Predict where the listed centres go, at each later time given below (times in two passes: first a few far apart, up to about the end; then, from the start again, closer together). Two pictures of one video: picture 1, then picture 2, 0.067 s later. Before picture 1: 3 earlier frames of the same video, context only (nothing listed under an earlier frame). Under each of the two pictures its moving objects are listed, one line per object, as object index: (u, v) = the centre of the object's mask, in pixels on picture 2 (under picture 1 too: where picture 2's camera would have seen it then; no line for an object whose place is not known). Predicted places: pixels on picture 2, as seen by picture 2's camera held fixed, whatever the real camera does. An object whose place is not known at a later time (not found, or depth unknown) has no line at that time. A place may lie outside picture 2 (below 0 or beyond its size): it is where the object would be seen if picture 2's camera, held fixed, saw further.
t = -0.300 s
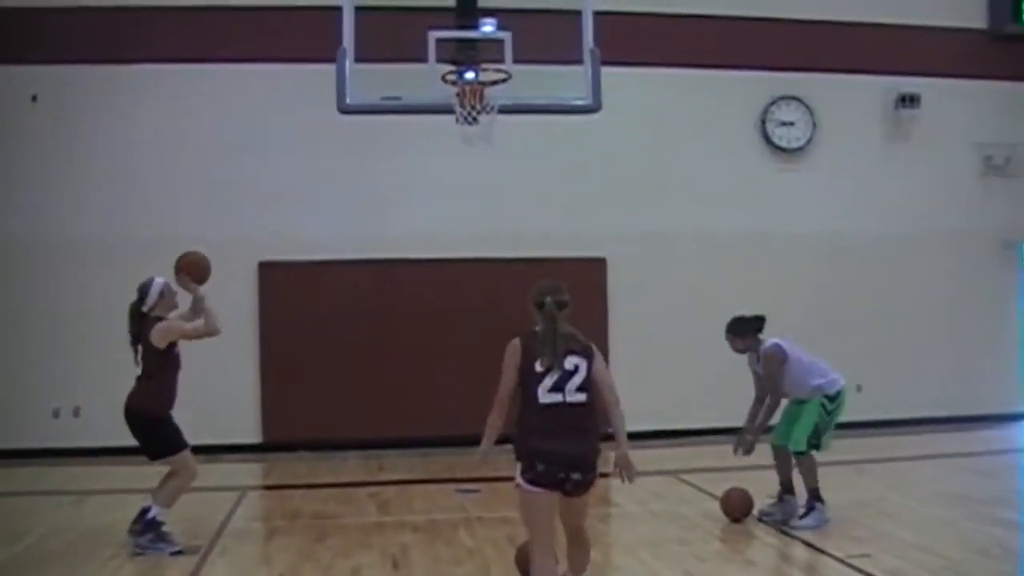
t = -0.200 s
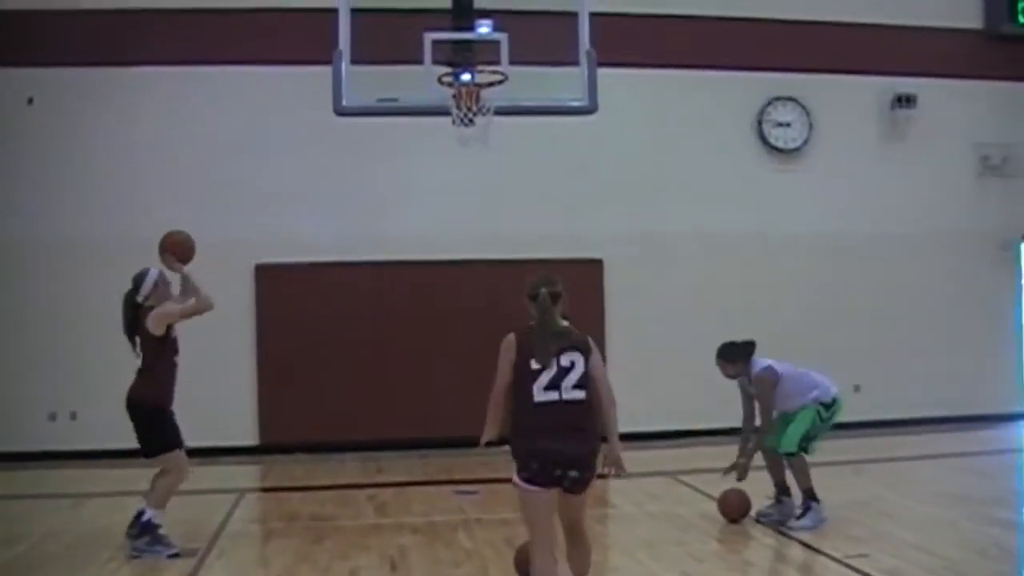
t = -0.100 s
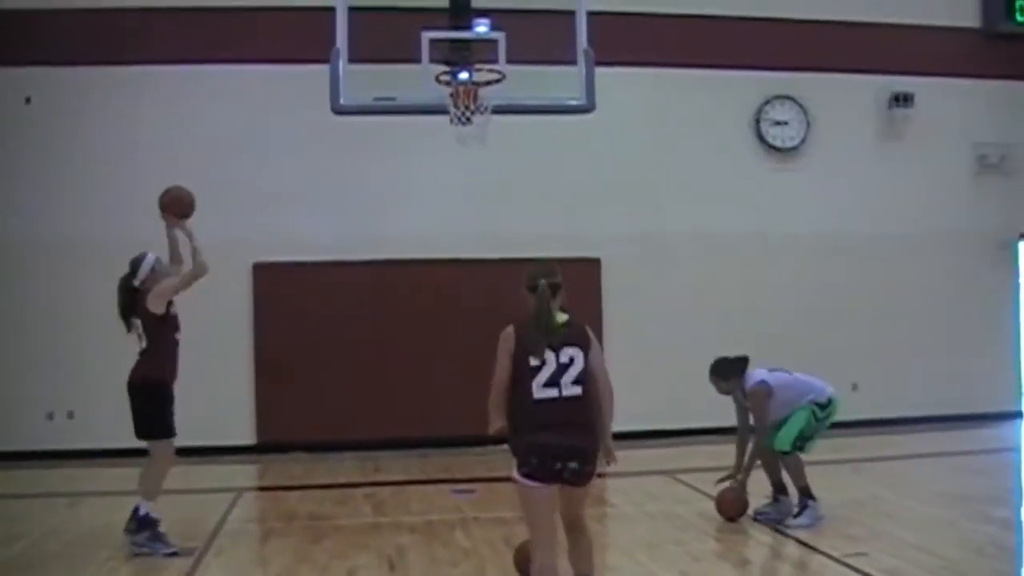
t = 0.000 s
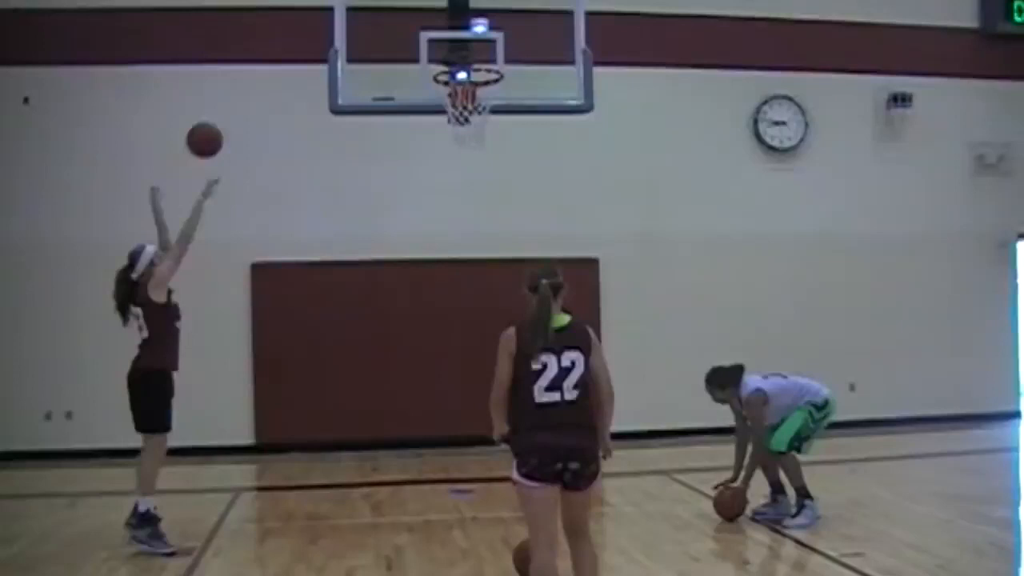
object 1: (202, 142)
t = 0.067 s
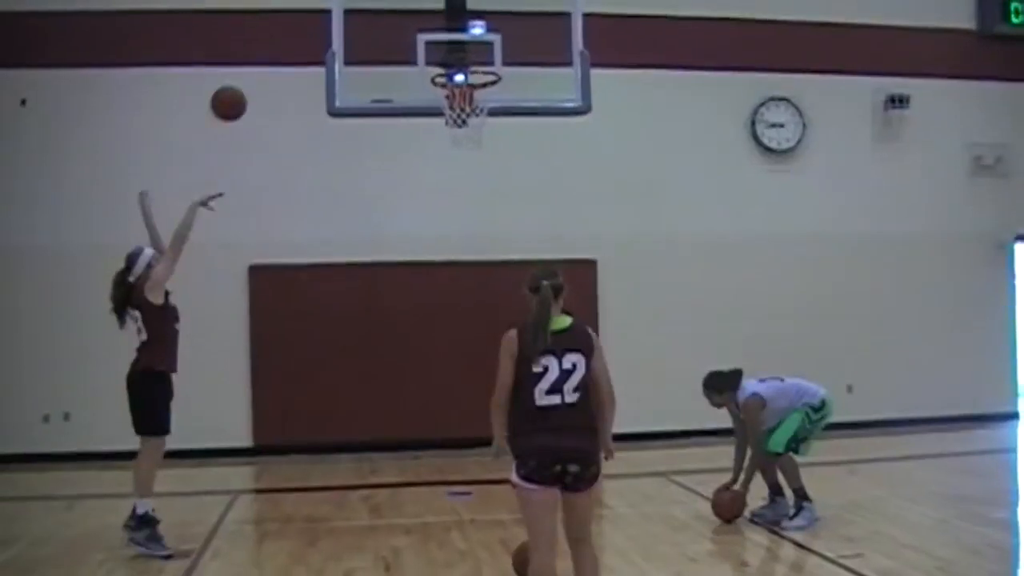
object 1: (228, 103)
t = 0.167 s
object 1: (269, 60)
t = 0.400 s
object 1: (354, 17)
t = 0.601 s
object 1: (424, 45)
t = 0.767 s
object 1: (479, 105)
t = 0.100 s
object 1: (241, 87)
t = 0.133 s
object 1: (255, 72)
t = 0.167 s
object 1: (269, 60)
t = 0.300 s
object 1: (320, 25)
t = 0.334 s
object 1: (331, 21)
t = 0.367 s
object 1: (342, 18)
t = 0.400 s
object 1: (354, 17)
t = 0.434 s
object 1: (366, 18)
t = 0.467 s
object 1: (380, 18)
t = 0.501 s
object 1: (388, 22)
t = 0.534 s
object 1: (401, 27)
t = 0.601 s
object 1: (424, 45)
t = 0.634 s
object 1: (435, 54)
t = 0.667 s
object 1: (447, 62)
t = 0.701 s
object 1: (458, 77)
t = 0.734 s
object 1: (472, 92)
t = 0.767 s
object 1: (479, 105)
